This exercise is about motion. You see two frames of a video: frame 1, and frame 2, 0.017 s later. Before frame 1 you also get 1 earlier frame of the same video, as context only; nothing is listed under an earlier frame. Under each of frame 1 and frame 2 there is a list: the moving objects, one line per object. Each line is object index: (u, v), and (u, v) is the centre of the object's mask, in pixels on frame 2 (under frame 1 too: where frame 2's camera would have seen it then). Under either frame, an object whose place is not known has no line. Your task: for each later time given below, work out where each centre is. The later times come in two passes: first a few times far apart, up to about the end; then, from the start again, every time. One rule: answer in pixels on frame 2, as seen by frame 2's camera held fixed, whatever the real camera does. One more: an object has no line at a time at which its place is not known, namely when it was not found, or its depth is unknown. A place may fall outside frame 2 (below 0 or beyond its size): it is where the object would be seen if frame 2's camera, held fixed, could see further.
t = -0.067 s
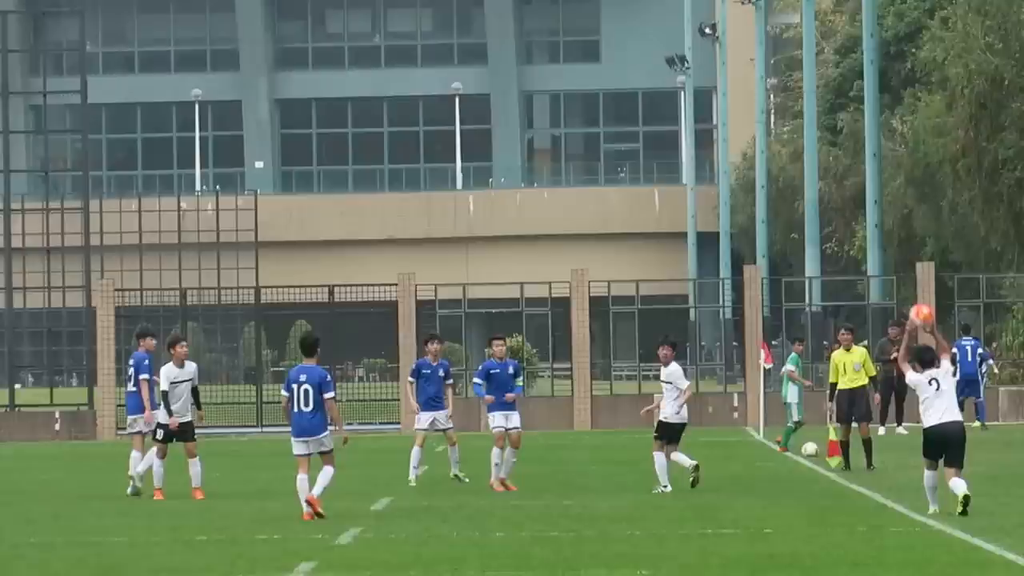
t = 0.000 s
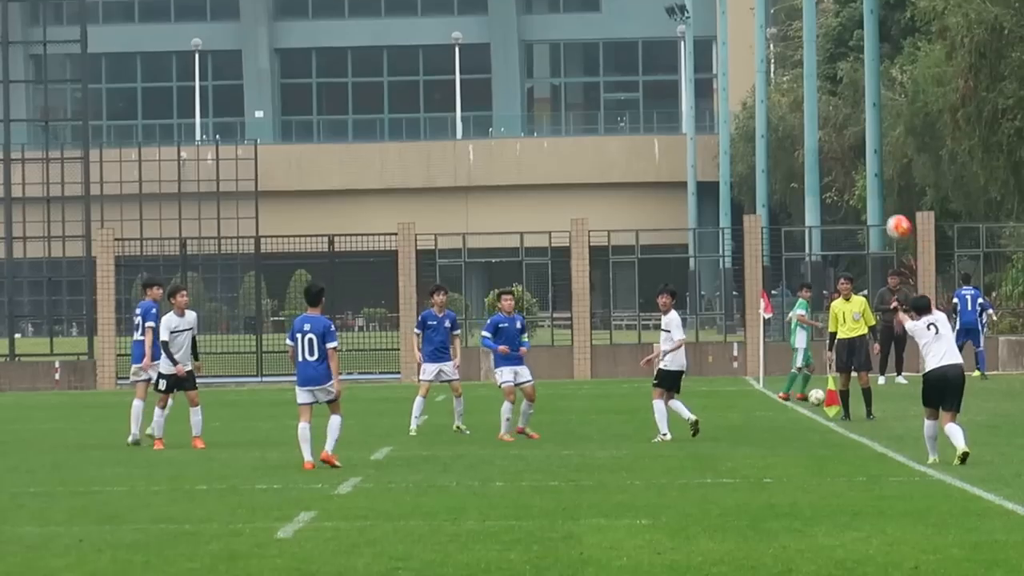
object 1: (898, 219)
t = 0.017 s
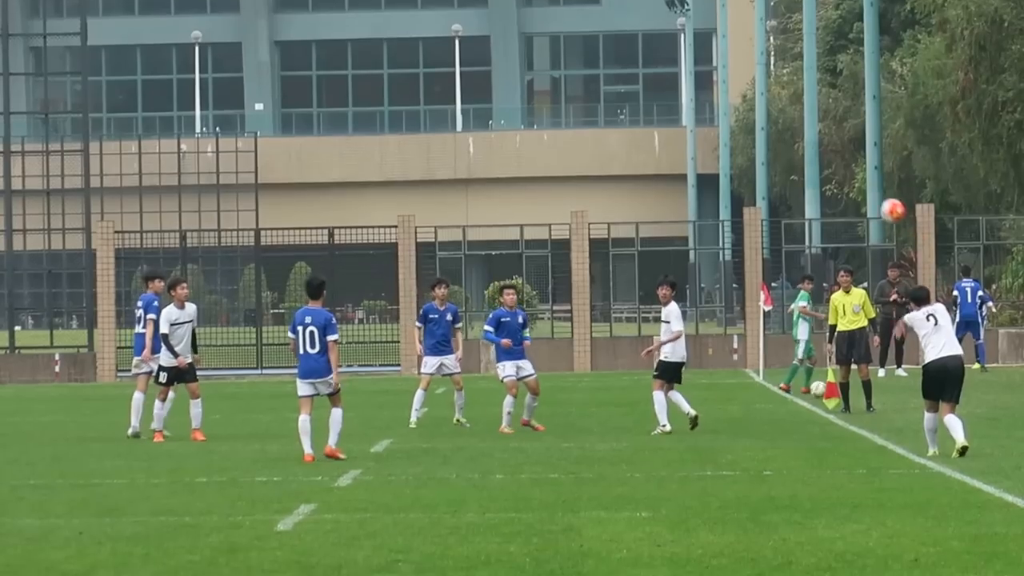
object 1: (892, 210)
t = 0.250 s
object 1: (814, 126)
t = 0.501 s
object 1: (736, 103)
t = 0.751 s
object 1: (663, 137)
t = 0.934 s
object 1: (613, 195)
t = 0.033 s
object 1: (887, 201)
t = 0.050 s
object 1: (882, 193)
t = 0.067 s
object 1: (875, 186)
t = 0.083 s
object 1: (870, 179)
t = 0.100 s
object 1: (864, 172)
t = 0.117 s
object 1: (858, 165)
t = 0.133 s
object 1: (852, 159)
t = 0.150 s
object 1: (847, 153)
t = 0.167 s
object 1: (841, 148)
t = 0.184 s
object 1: (836, 143)
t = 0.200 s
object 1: (830, 138)
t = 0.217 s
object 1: (825, 134)
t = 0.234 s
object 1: (820, 130)
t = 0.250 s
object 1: (814, 126)
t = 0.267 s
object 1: (809, 123)
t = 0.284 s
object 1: (803, 119)
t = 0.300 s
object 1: (797, 116)
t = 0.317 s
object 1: (792, 113)
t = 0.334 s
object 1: (786, 110)
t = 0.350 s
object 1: (781, 108)
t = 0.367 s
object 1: (776, 106)
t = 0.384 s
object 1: (771, 104)
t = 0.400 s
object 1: (765, 104)
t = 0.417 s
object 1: (760, 103)
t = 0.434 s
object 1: (755, 103)
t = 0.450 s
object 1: (750, 102)
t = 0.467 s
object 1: (745, 102)
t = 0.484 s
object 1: (740, 102)
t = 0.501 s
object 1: (736, 103)
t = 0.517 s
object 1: (730, 103)
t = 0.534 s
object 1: (725, 104)
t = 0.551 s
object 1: (720, 105)
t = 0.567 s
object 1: (716, 106)
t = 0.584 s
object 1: (711, 108)
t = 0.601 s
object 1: (706, 110)
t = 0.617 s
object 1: (702, 112)
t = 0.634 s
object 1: (698, 114)
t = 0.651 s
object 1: (692, 117)
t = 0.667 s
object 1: (687, 119)
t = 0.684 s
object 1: (682, 122)
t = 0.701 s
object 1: (677, 125)
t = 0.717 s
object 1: (672, 129)
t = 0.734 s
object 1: (668, 133)
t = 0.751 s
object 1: (663, 137)
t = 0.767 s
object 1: (659, 141)
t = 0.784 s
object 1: (654, 145)
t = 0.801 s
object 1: (650, 150)
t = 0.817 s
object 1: (645, 155)
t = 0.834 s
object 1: (641, 160)
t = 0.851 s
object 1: (636, 165)
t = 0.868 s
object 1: (632, 171)
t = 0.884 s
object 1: (627, 177)
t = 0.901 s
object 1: (622, 183)
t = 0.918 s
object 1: (618, 189)
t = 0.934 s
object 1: (613, 195)
